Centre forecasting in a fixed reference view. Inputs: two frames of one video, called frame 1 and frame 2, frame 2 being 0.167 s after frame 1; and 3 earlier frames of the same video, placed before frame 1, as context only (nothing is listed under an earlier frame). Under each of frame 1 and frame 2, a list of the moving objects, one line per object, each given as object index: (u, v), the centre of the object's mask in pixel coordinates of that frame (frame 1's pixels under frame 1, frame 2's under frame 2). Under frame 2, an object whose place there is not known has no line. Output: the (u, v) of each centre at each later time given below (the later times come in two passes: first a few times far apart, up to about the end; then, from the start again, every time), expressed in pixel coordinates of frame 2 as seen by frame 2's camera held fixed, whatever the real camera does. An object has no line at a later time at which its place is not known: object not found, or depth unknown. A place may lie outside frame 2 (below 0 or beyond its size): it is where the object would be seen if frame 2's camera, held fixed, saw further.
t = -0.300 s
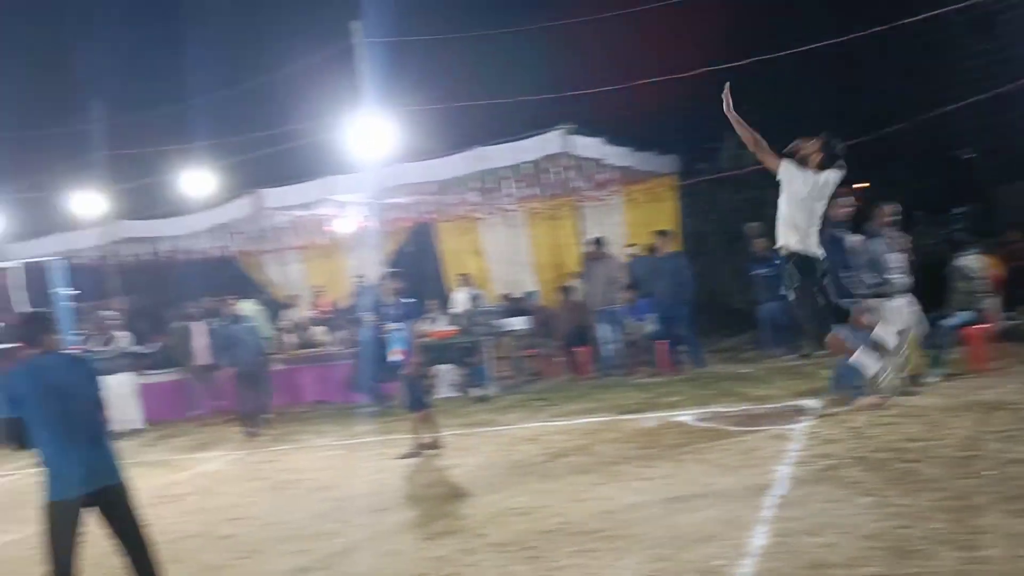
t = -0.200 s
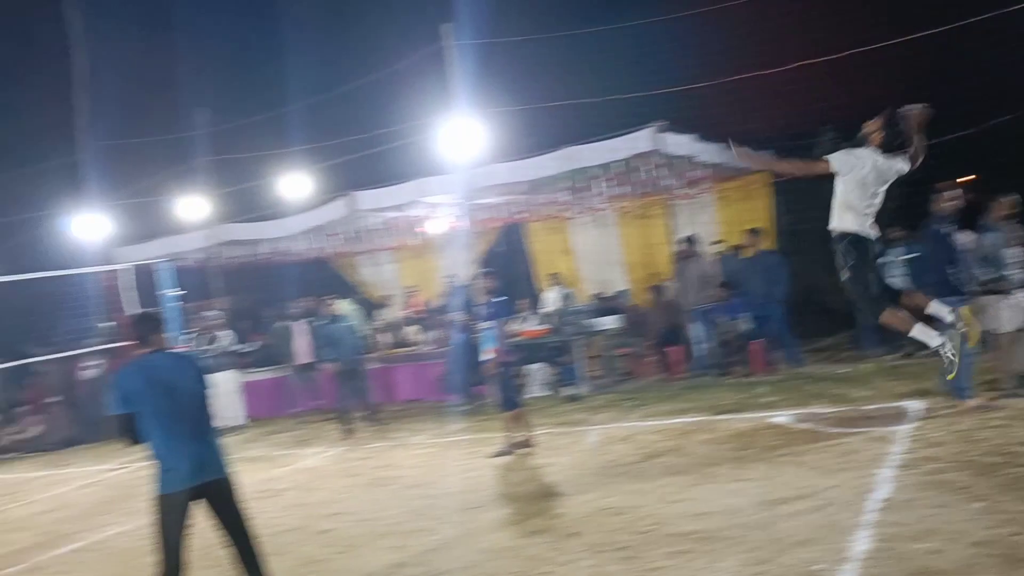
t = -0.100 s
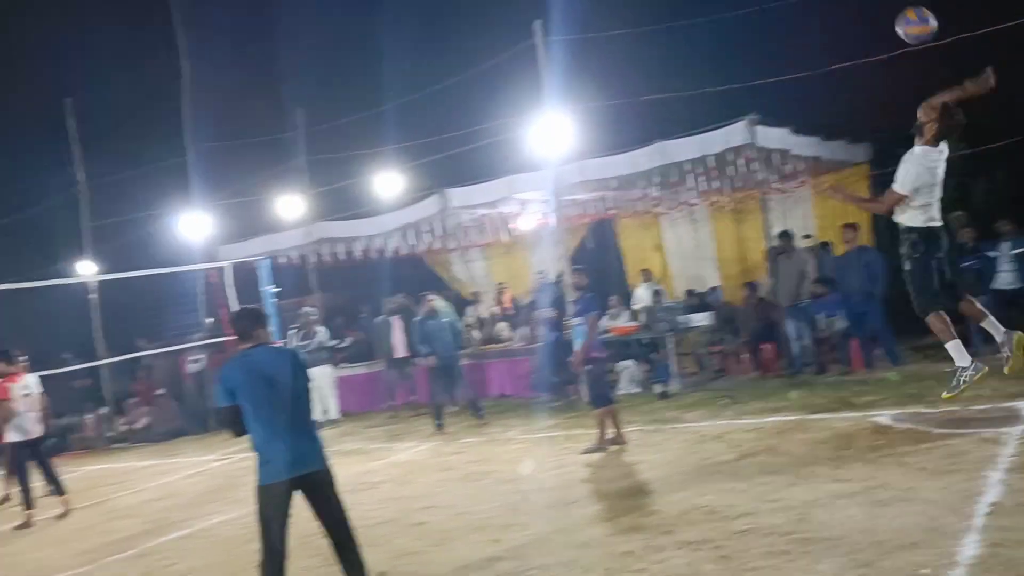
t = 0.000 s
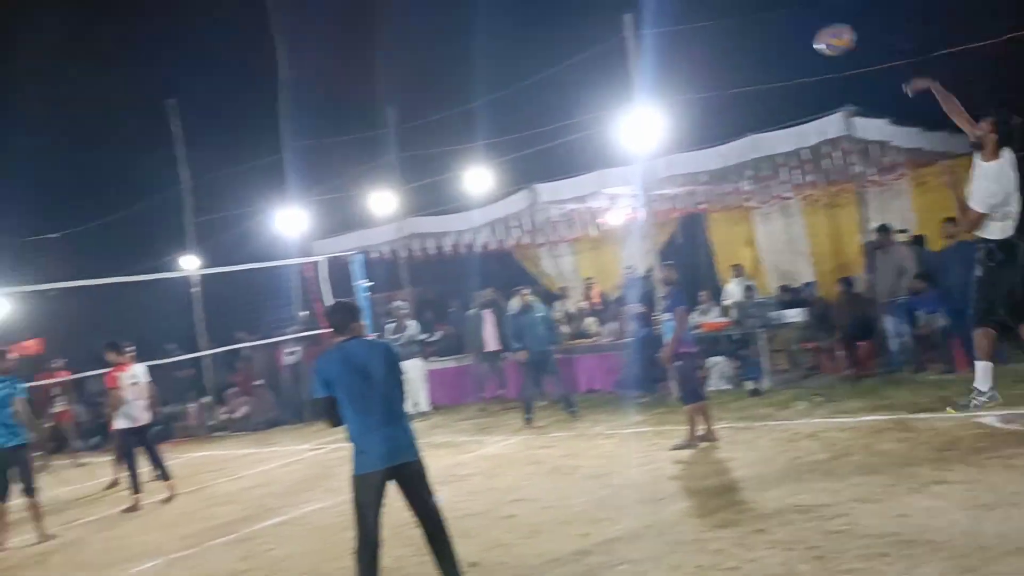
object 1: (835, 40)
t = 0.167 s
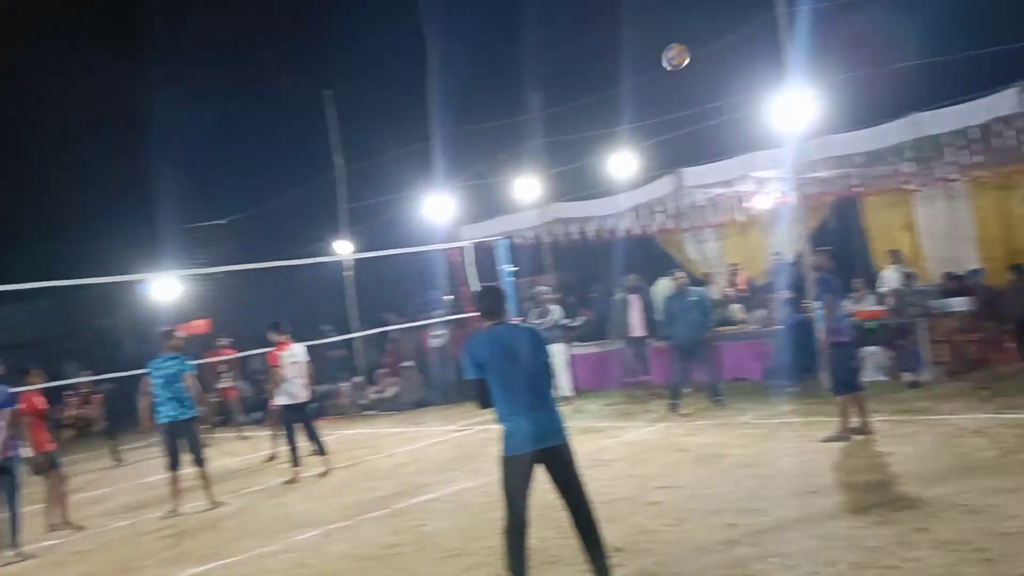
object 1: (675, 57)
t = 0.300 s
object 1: (515, 106)
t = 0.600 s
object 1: (303, 238)
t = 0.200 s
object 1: (630, 68)
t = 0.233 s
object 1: (588, 80)
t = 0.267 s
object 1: (550, 93)
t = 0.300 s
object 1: (515, 106)
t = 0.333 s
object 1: (483, 119)
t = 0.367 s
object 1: (453, 133)
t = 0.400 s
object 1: (427, 147)
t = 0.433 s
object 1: (402, 162)
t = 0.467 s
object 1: (380, 177)
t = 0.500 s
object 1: (359, 191)
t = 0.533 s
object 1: (338, 207)
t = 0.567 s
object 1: (320, 222)
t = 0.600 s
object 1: (303, 238)
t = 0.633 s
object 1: (287, 252)
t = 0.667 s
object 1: (272, 271)
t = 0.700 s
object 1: (258, 286)
